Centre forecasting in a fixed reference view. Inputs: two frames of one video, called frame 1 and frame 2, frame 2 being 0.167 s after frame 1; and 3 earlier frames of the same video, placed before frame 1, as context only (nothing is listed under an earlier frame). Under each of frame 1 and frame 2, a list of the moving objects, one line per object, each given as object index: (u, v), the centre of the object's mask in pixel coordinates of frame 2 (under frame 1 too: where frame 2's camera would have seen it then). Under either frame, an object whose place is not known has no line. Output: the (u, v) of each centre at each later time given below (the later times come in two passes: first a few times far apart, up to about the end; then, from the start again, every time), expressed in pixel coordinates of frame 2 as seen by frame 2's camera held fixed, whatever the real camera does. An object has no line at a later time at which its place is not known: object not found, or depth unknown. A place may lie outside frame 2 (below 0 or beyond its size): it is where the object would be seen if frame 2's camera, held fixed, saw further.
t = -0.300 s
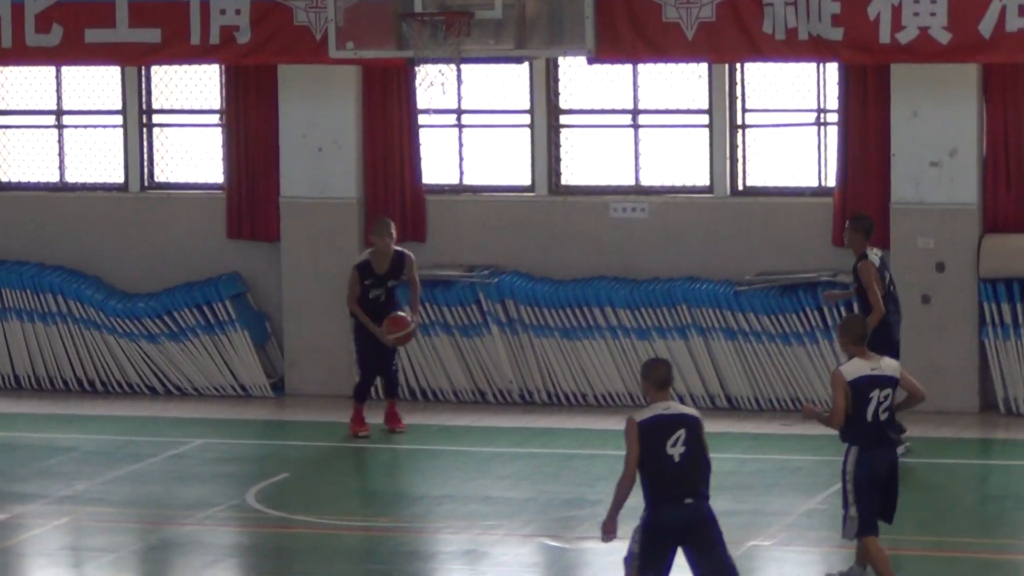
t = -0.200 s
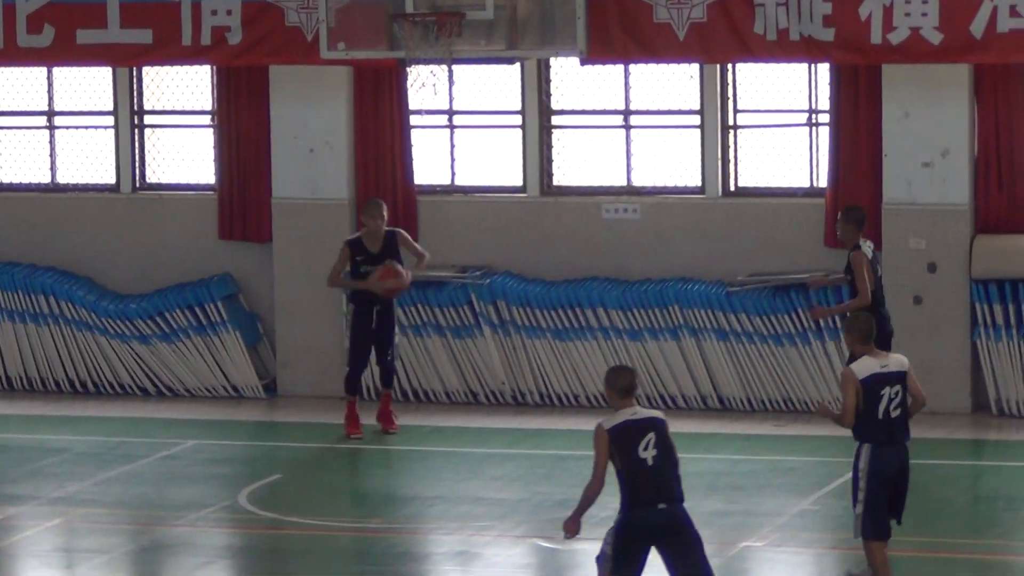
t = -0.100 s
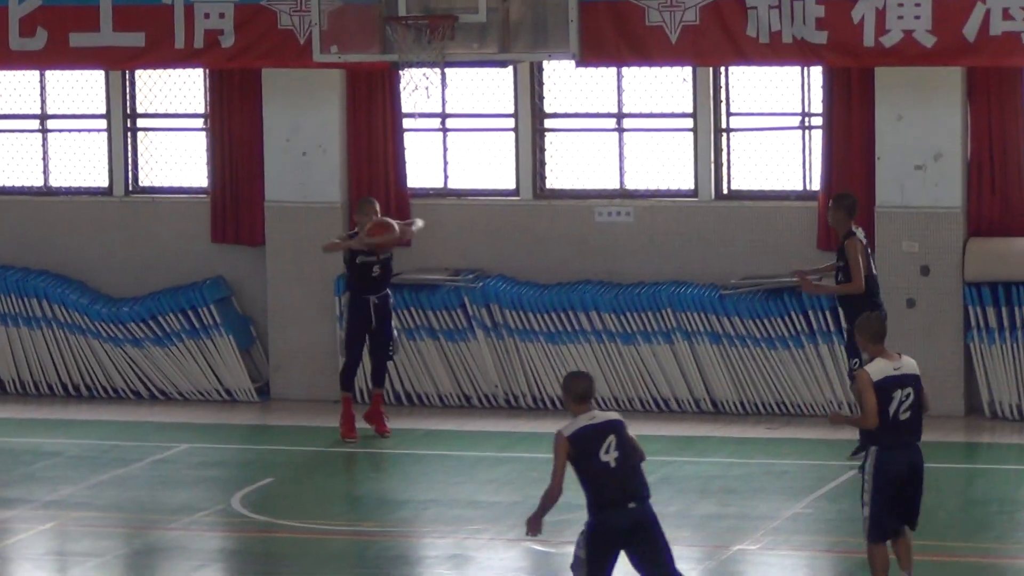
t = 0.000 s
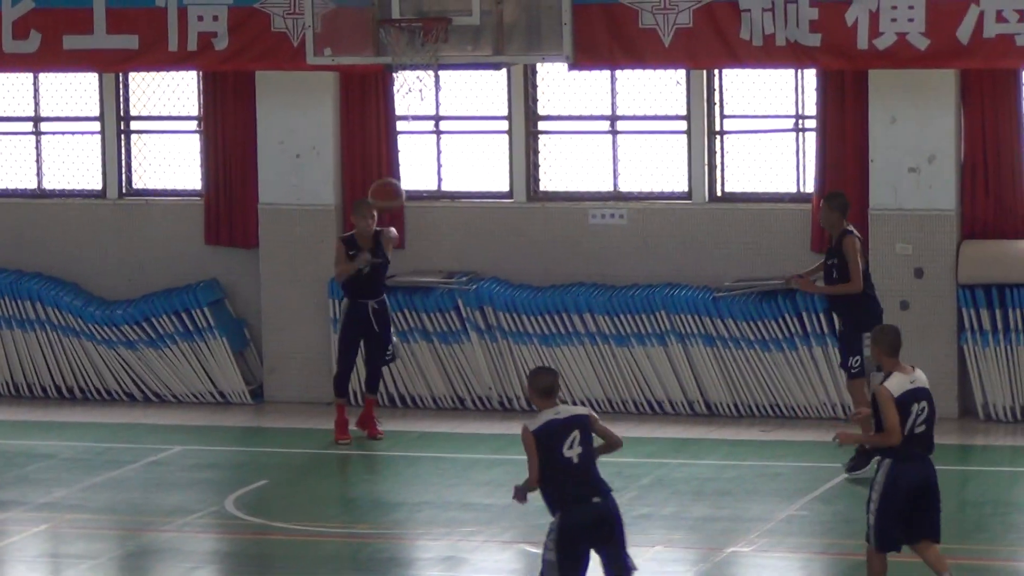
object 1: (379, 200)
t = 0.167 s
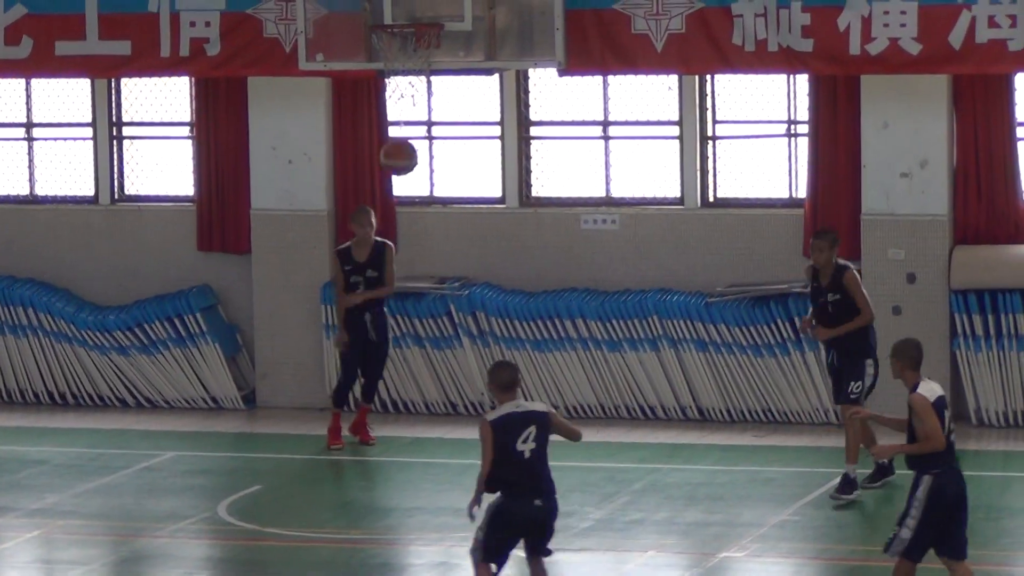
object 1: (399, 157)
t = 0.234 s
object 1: (408, 149)
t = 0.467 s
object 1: (442, 173)
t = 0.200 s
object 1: (403, 152)
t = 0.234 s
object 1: (408, 149)
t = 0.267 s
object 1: (413, 147)
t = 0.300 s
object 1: (418, 147)
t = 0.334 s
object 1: (422, 149)
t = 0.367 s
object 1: (427, 152)
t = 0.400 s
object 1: (432, 157)
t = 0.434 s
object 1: (437, 164)
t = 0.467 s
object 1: (442, 173)
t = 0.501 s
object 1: (447, 184)
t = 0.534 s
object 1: (453, 197)
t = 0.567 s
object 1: (459, 211)
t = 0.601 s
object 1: (465, 229)
